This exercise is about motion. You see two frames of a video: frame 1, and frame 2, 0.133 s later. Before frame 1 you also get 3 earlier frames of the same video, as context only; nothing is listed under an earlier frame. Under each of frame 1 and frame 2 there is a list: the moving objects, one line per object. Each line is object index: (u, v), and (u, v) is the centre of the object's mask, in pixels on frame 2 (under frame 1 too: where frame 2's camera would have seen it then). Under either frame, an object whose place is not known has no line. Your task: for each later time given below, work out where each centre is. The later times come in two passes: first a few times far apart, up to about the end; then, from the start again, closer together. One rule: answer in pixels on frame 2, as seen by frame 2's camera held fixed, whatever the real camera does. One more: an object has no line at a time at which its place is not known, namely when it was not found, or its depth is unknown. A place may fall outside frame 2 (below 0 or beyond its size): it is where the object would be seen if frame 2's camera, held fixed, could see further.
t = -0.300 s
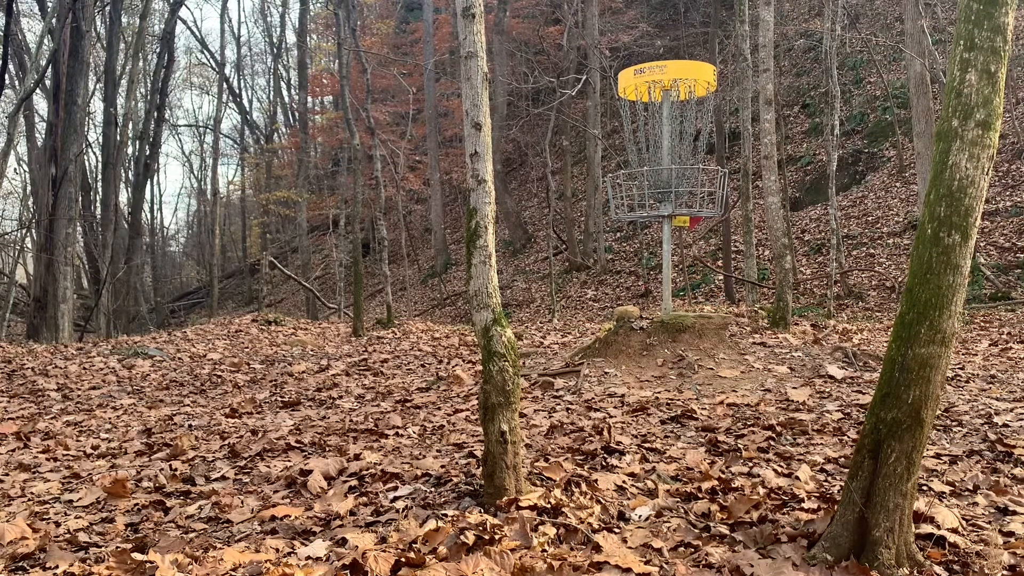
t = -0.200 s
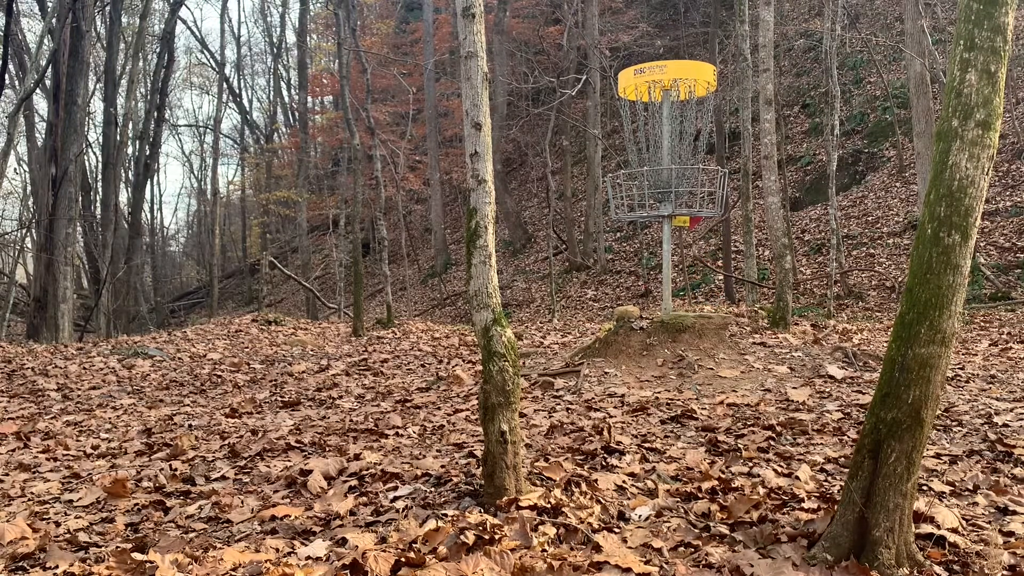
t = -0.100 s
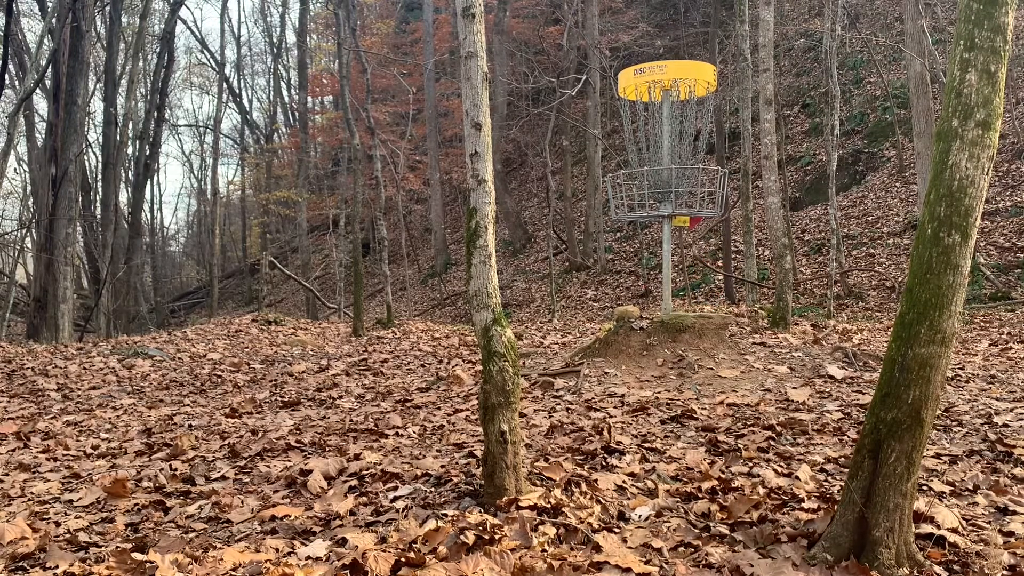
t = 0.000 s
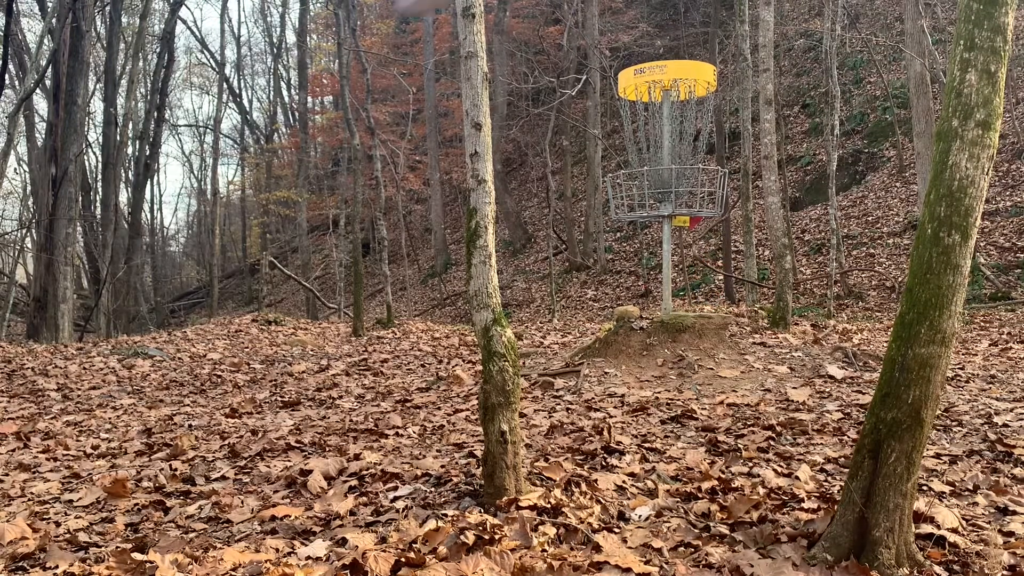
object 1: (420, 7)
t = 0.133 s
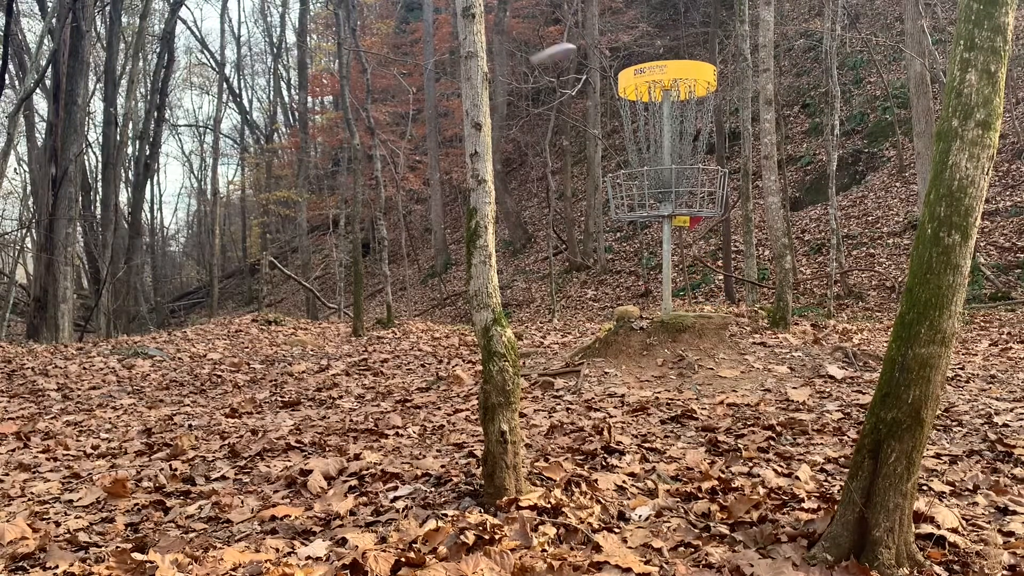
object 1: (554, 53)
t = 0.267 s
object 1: (639, 107)
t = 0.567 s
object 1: (665, 170)
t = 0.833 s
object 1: (675, 192)
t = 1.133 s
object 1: (682, 196)
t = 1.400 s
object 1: (682, 198)
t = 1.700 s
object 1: (682, 198)
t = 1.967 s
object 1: (682, 197)
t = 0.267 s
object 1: (639, 107)
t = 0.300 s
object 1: (657, 119)
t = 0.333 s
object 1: (667, 129)
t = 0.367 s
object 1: (672, 135)
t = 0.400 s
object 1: (672, 139)
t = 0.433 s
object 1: (670, 143)
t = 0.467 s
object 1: (668, 148)
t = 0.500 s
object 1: (667, 154)
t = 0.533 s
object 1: (666, 163)
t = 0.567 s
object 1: (665, 170)
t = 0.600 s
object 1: (666, 177)
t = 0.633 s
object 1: (667, 186)
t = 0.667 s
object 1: (669, 193)
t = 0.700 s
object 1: (671, 190)
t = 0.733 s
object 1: (673, 190)
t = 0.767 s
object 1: (674, 191)
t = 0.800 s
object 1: (675, 192)
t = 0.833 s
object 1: (675, 192)
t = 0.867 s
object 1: (675, 192)
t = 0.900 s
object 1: (676, 192)
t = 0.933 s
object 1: (677, 192)
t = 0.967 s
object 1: (679, 193)
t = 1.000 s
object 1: (679, 194)
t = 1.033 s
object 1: (680, 195)
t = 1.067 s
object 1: (681, 195)
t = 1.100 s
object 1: (681, 196)
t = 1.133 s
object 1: (682, 196)
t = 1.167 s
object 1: (682, 197)
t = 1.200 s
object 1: (682, 197)
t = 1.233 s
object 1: (682, 197)
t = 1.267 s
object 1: (682, 198)
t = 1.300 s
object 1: (682, 197)
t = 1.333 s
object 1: (682, 197)
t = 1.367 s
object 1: (682, 197)
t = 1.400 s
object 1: (682, 198)
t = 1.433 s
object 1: (682, 198)
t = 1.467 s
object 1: (682, 198)
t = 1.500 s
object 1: (682, 198)
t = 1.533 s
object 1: (682, 198)
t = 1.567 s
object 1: (682, 198)
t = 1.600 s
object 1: (682, 198)
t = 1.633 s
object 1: (682, 198)
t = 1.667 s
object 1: (682, 198)
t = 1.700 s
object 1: (682, 198)
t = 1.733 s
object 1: (682, 198)
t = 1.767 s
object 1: (682, 198)
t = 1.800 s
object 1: (682, 198)
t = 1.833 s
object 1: (682, 197)
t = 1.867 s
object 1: (682, 198)
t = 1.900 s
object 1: (682, 198)
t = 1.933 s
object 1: (682, 197)
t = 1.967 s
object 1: (682, 197)
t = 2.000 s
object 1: (682, 197)
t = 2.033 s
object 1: (682, 198)
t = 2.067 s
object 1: (682, 198)
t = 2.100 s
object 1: (682, 197)
